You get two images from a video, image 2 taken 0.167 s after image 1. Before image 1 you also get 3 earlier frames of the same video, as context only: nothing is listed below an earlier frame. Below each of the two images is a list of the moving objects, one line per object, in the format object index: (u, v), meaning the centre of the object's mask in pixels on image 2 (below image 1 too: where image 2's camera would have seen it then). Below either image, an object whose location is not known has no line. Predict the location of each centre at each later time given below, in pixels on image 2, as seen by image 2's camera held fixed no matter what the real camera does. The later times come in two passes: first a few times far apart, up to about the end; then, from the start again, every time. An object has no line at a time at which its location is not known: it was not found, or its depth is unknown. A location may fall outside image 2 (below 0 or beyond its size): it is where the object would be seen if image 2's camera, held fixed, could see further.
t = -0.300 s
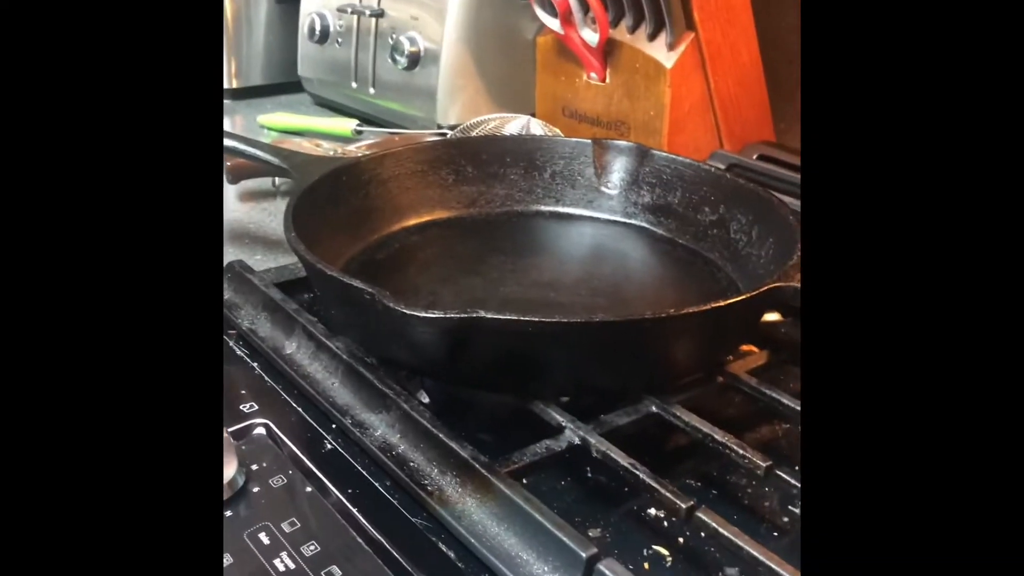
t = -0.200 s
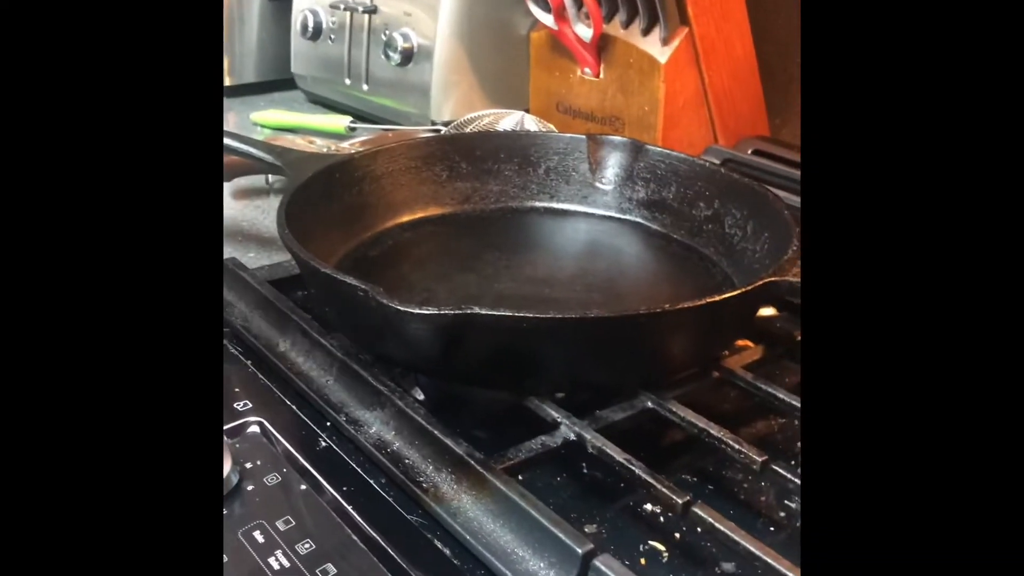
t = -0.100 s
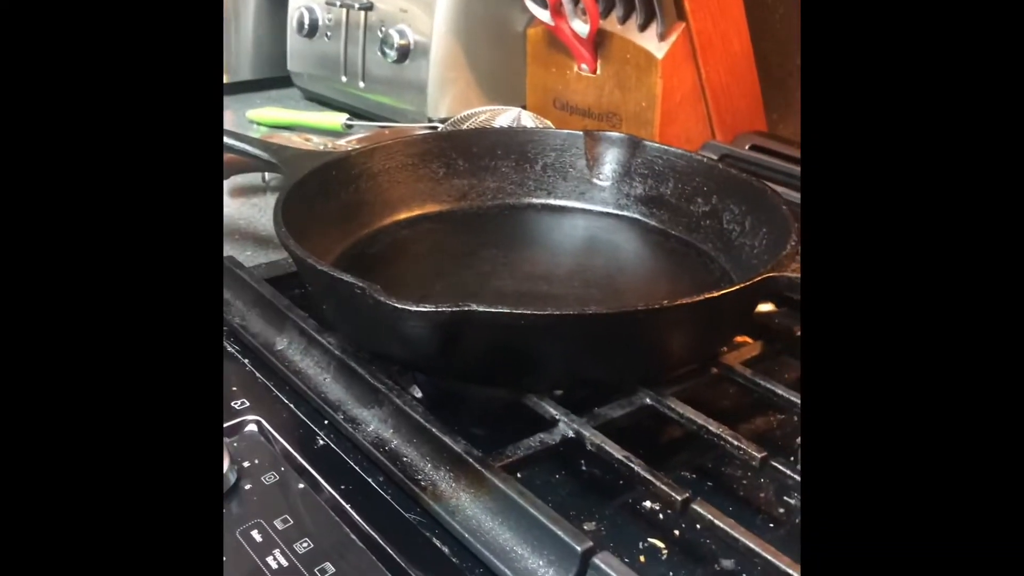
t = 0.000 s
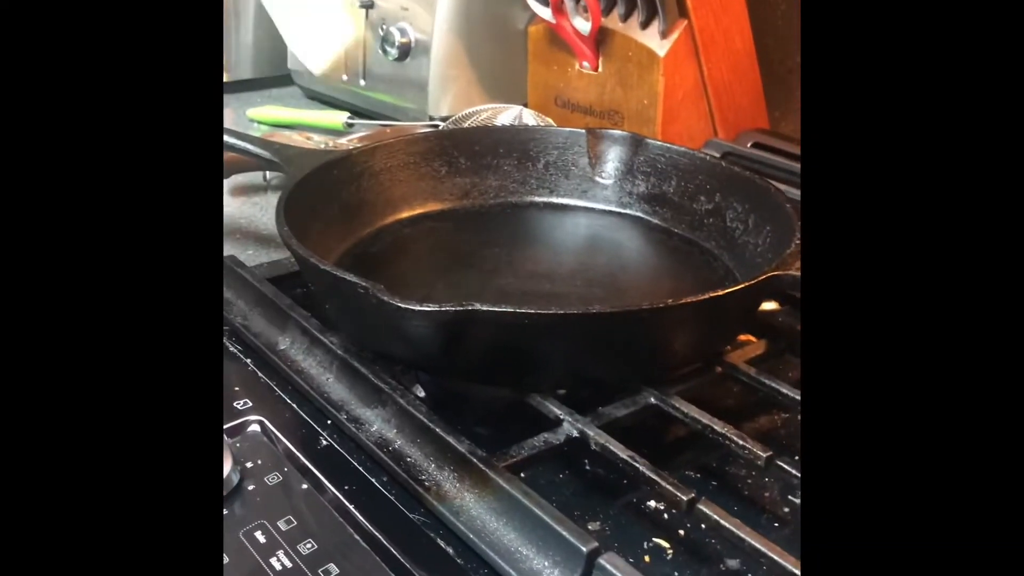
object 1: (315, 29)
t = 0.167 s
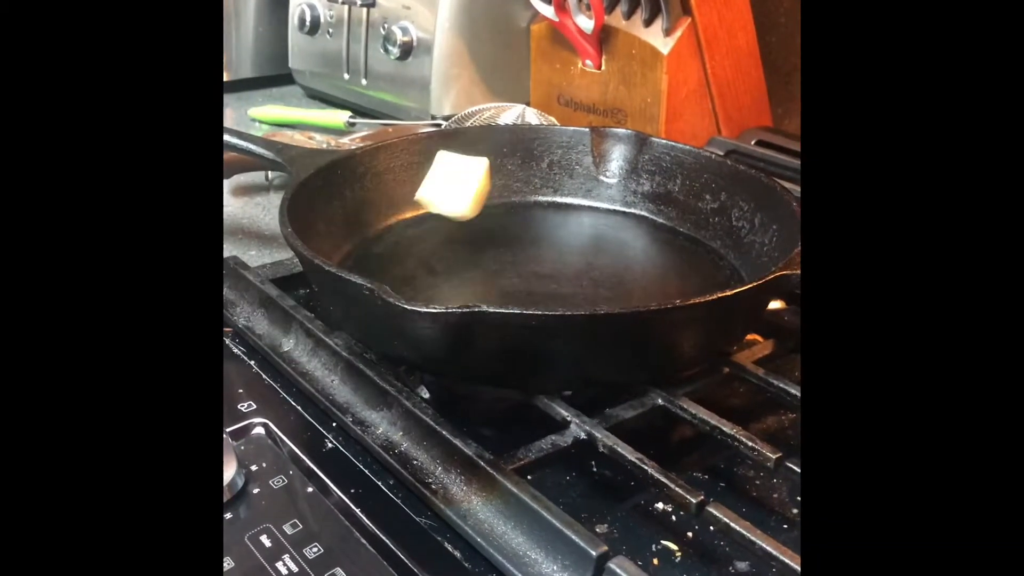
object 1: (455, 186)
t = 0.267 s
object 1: (500, 199)
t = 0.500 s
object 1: (586, 203)
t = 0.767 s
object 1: (650, 218)
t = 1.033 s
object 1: (682, 222)
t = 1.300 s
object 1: (688, 225)
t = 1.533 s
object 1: (689, 227)
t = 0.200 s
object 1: (472, 190)
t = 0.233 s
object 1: (486, 200)
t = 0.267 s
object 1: (500, 199)
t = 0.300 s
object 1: (516, 183)
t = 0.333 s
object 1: (529, 180)
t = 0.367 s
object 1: (542, 186)
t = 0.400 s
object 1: (554, 191)
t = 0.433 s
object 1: (565, 196)
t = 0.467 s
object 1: (576, 200)
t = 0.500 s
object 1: (586, 203)
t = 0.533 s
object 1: (595, 205)
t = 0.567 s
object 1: (604, 208)
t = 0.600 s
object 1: (613, 210)
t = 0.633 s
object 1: (621, 212)
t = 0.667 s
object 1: (629, 214)
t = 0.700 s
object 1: (637, 215)
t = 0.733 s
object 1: (644, 216)
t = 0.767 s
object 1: (650, 218)
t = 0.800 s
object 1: (656, 219)
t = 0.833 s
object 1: (662, 219)
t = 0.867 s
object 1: (667, 220)
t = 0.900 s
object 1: (672, 220)
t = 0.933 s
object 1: (675, 221)
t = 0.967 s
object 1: (677, 222)
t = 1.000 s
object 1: (680, 222)
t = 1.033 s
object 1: (682, 222)
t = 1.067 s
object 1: (684, 223)
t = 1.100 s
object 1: (685, 223)
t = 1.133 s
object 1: (686, 223)
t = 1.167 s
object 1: (686, 223)
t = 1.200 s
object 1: (687, 224)
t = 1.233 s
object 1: (688, 224)
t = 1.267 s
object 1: (688, 224)
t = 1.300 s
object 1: (688, 225)
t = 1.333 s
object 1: (688, 225)
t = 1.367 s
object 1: (689, 225)
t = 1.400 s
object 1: (689, 225)
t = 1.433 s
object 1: (689, 225)
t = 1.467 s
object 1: (690, 226)
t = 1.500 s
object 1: (690, 226)
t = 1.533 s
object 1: (689, 227)
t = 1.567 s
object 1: (689, 227)
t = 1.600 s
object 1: (689, 227)
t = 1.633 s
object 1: (689, 227)
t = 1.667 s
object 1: (689, 227)
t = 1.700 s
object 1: (690, 228)
